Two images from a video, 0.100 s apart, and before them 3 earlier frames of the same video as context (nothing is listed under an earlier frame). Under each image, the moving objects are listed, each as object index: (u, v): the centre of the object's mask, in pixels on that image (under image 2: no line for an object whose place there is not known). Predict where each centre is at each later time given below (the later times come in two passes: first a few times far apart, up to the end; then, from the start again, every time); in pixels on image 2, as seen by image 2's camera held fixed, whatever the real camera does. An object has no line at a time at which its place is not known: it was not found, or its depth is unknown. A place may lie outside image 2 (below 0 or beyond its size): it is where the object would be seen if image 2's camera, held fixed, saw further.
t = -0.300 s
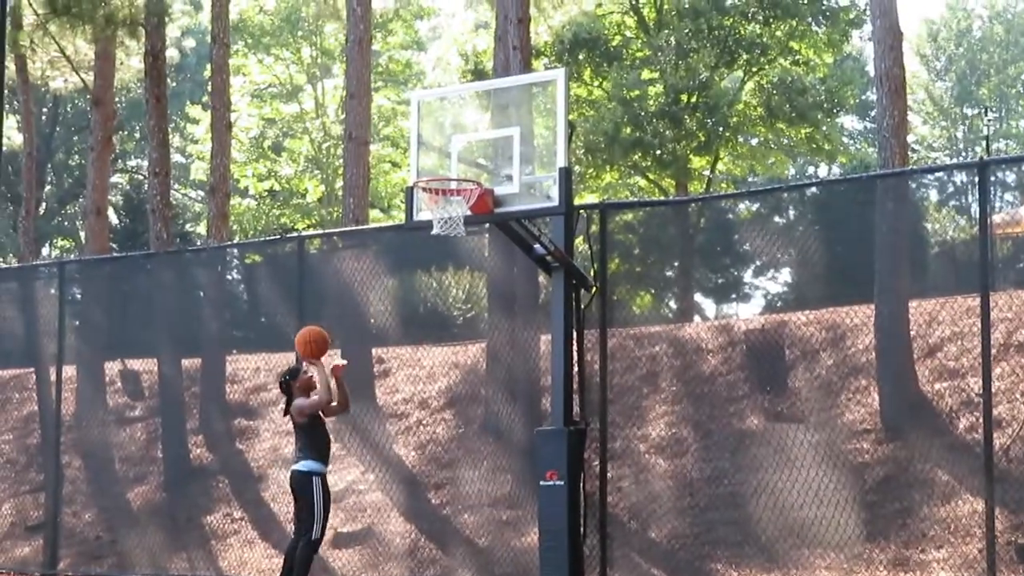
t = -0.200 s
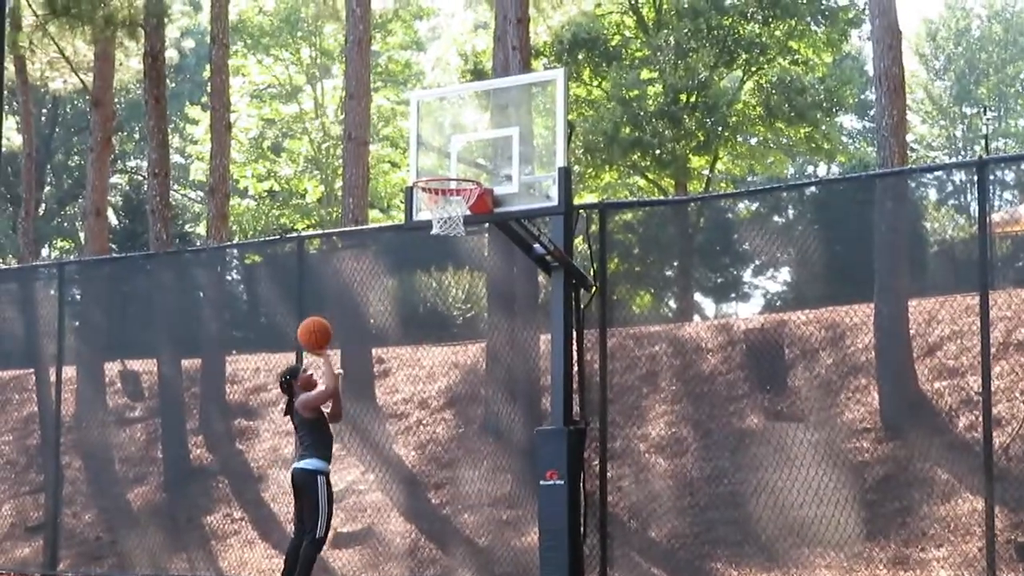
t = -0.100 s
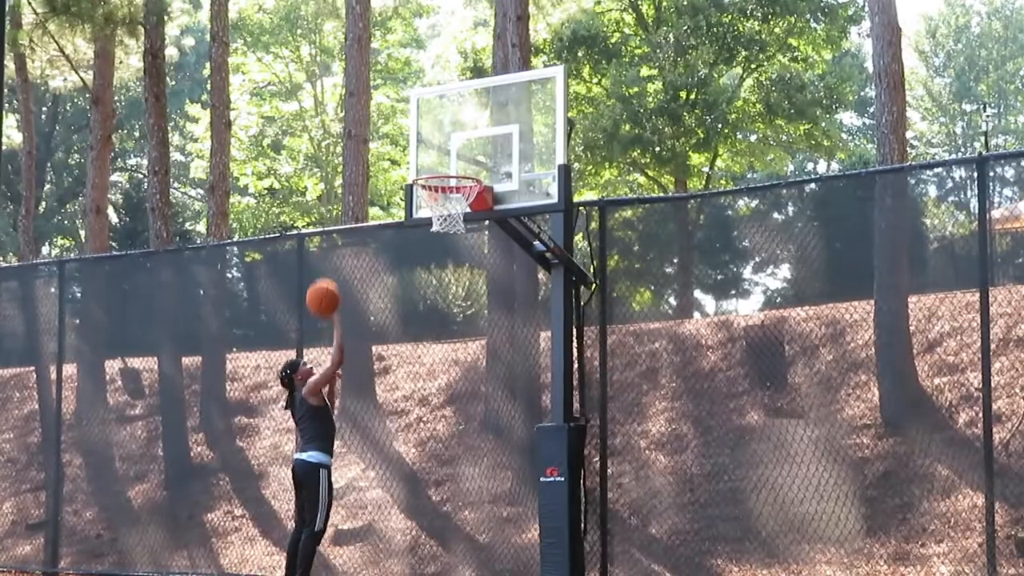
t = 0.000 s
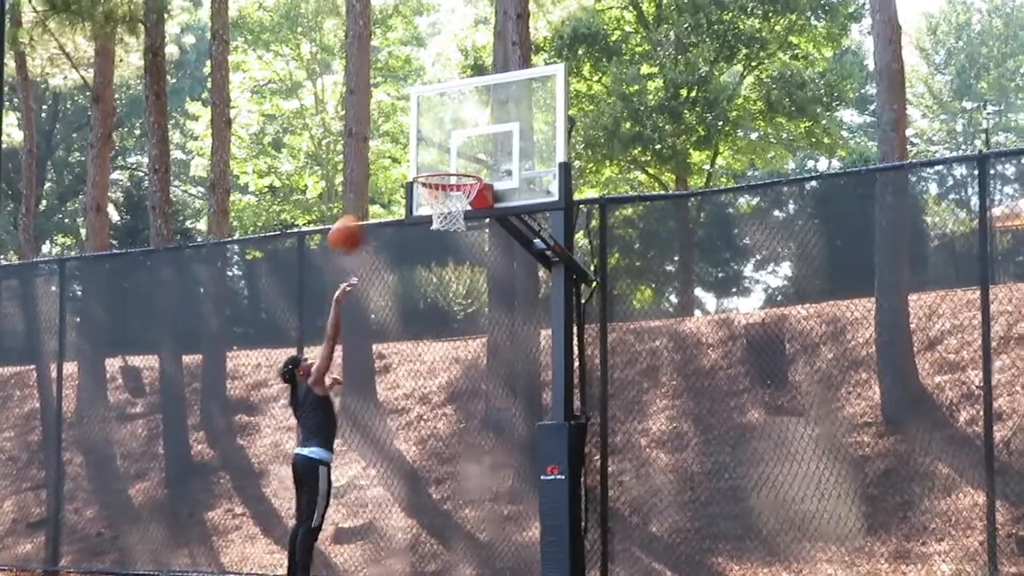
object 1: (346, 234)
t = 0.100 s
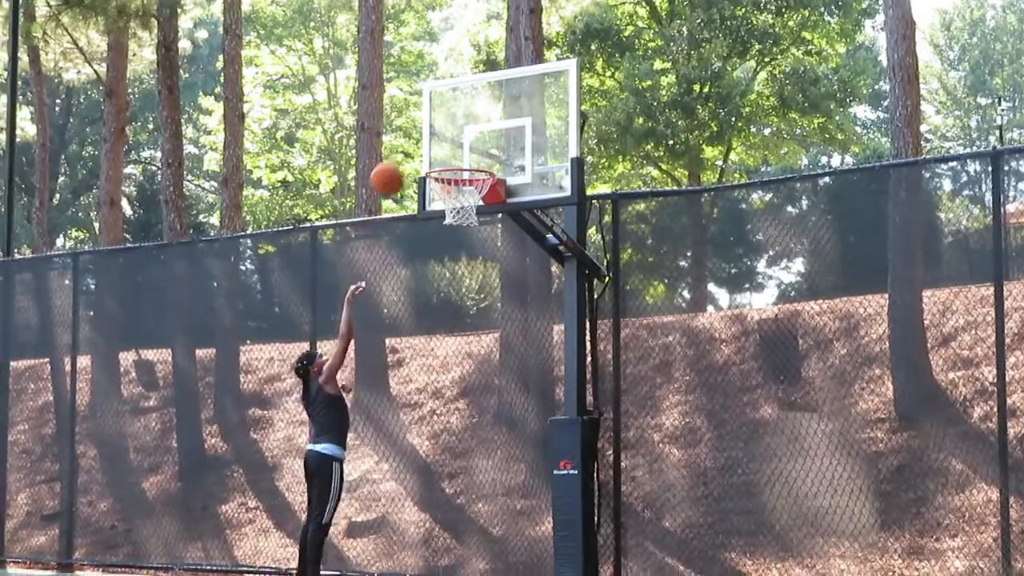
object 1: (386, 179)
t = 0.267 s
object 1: (432, 126)
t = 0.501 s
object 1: (451, 120)
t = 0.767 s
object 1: (449, 194)
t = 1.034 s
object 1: (470, 225)
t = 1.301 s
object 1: (469, 276)
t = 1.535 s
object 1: (469, 408)
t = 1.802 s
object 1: (464, 547)
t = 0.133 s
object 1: (396, 165)
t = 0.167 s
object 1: (405, 153)
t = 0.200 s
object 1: (414, 143)
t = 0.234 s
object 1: (424, 133)
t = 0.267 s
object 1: (432, 126)
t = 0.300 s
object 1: (441, 119)
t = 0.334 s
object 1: (451, 114)
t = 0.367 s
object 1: (452, 113)
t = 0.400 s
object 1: (452, 112)
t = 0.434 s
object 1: (451, 113)
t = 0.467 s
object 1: (451, 116)
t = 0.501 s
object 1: (451, 120)
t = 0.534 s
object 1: (451, 126)
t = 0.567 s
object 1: (450, 133)
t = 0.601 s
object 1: (450, 142)
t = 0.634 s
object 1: (449, 153)
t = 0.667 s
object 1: (449, 160)
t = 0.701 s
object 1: (449, 179)
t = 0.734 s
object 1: (447, 191)
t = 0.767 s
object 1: (449, 194)
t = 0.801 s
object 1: (447, 193)
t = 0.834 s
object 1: (448, 214)
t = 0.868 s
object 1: (450, 215)
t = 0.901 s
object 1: (454, 217)
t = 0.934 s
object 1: (458, 218)
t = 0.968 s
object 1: (463, 222)
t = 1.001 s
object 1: (468, 225)
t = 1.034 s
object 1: (470, 225)
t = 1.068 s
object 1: (470, 226)
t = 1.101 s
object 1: (470, 228)
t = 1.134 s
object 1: (469, 231)
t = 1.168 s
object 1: (469, 236)
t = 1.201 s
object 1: (469, 243)
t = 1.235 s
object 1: (469, 252)
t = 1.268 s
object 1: (469, 263)
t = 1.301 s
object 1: (469, 276)
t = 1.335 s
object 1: (469, 291)
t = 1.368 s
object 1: (469, 304)
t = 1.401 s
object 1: (468, 322)
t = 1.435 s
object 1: (469, 340)
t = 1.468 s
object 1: (468, 362)
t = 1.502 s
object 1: (470, 384)
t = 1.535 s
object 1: (469, 408)
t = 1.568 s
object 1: (468, 435)
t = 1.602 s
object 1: (468, 462)
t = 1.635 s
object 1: (469, 492)
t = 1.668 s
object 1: (468, 523)
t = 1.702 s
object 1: (469, 553)
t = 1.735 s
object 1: (469, 579)
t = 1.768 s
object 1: (467, 571)
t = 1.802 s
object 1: (464, 547)
